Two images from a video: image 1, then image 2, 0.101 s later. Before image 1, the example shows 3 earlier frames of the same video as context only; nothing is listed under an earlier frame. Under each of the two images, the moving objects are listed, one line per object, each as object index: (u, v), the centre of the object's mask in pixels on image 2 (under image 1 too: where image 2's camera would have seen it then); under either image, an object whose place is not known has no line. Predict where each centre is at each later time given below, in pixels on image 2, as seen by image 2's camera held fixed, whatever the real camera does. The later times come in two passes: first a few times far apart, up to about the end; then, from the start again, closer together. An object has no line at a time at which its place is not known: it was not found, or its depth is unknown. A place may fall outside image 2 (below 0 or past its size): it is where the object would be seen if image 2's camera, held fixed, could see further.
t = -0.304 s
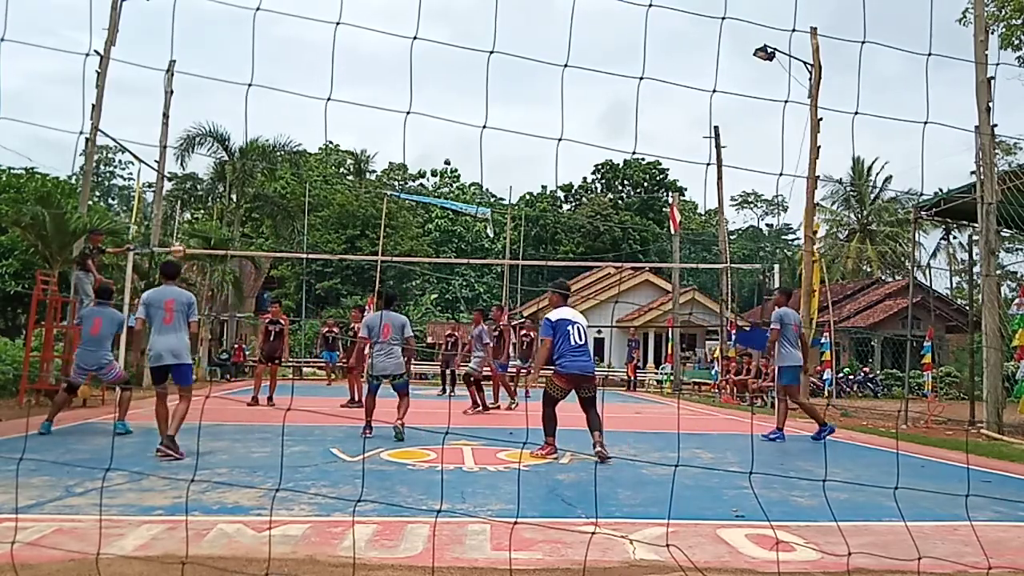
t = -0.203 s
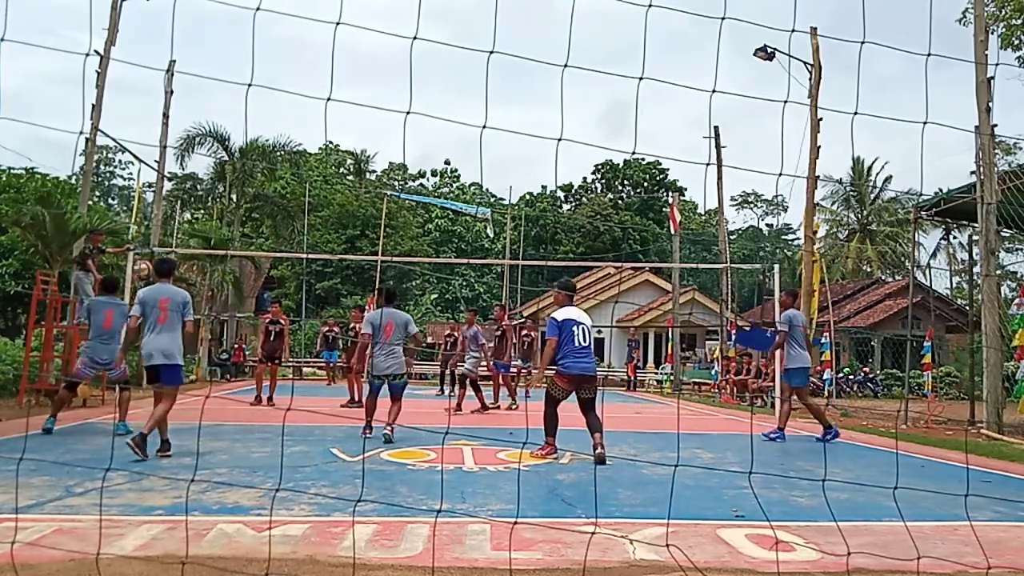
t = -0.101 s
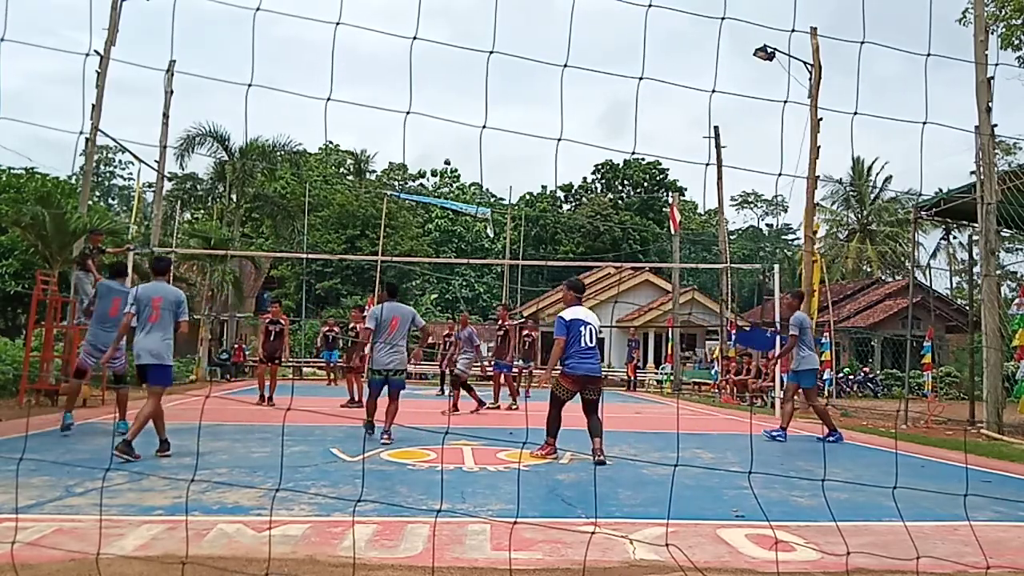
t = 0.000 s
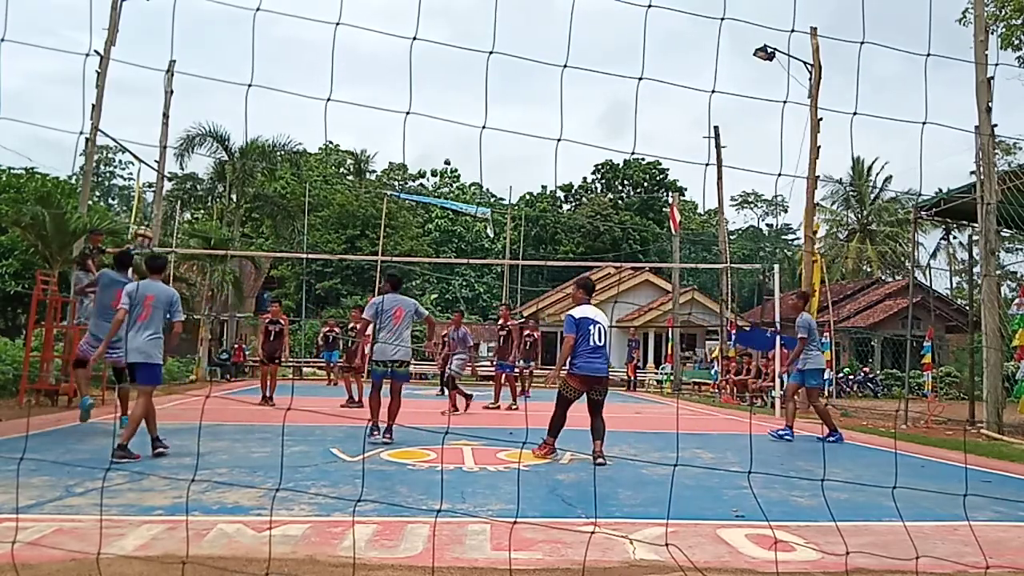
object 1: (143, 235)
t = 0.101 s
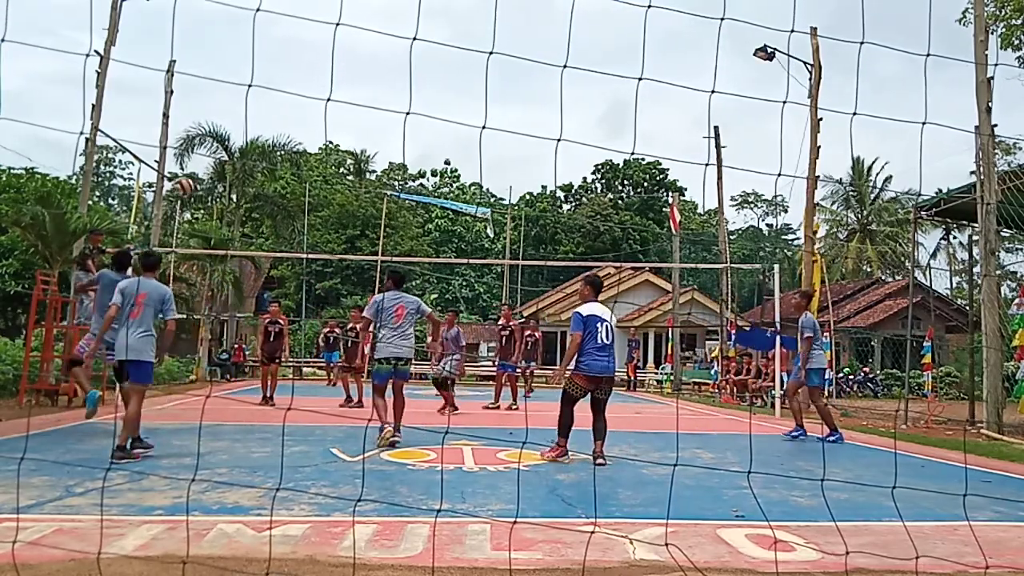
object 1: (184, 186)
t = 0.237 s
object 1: (235, 136)
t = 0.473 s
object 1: (314, 91)
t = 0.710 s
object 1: (387, 92)
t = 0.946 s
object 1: (452, 134)
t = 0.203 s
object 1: (222, 147)
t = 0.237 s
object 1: (235, 136)
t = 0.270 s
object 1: (246, 127)
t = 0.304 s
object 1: (258, 119)
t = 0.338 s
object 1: (270, 111)
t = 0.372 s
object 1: (281, 105)
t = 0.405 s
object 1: (293, 100)
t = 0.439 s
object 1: (304, 95)
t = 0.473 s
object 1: (314, 91)
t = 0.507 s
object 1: (325, 88)
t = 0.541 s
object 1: (336, 87)
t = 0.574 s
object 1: (346, 86)
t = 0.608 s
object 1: (357, 86)
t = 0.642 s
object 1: (367, 87)
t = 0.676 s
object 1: (377, 89)
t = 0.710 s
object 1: (387, 92)
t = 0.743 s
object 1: (396, 96)
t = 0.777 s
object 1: (406, 100)
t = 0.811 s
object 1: (416, 105)
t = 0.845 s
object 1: (425, 111)
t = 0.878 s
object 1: (434, 118)
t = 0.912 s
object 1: (443, 126)
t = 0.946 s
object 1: (452, 134)
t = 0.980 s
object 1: (461, 143)
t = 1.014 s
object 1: (470, 153)
